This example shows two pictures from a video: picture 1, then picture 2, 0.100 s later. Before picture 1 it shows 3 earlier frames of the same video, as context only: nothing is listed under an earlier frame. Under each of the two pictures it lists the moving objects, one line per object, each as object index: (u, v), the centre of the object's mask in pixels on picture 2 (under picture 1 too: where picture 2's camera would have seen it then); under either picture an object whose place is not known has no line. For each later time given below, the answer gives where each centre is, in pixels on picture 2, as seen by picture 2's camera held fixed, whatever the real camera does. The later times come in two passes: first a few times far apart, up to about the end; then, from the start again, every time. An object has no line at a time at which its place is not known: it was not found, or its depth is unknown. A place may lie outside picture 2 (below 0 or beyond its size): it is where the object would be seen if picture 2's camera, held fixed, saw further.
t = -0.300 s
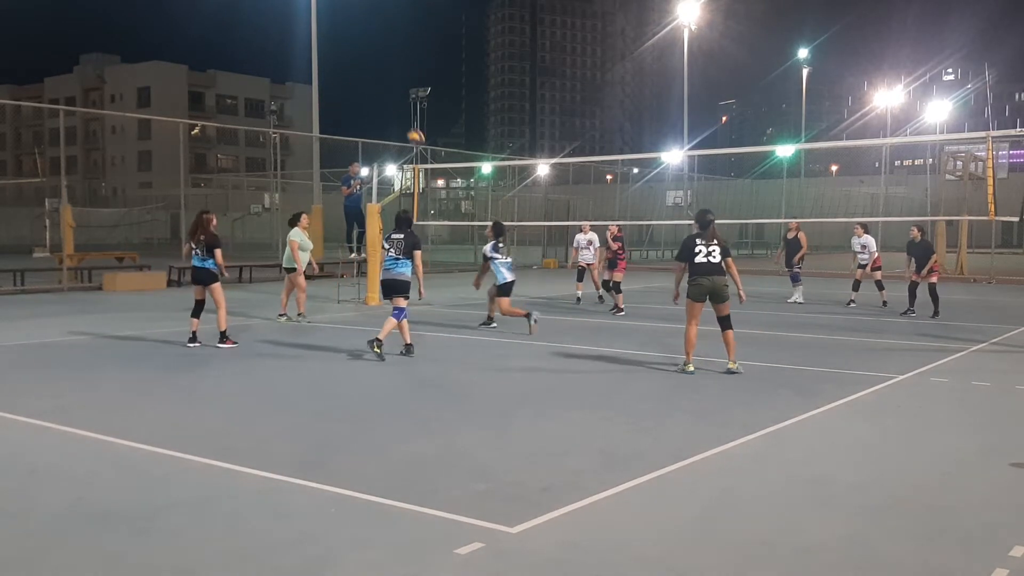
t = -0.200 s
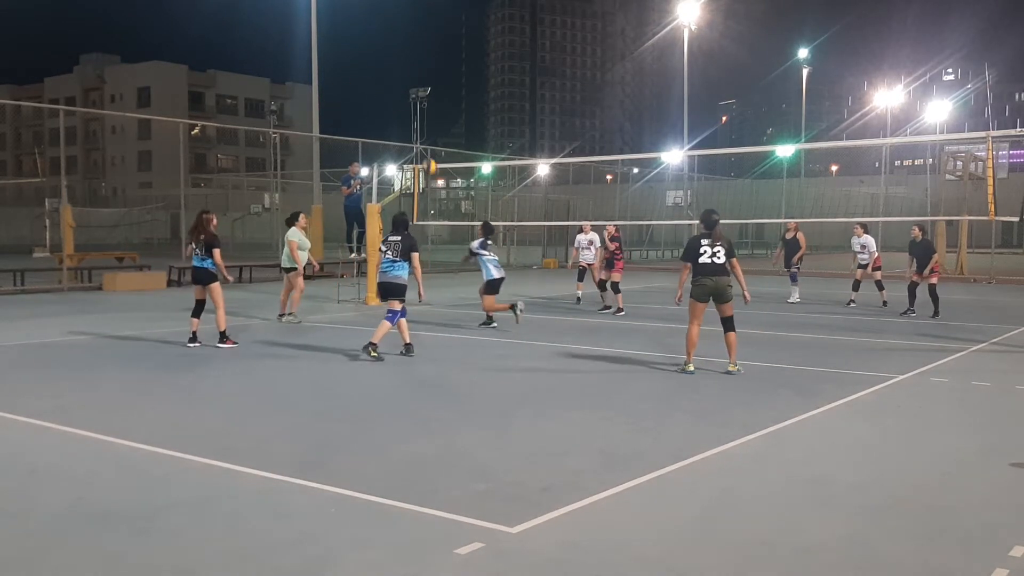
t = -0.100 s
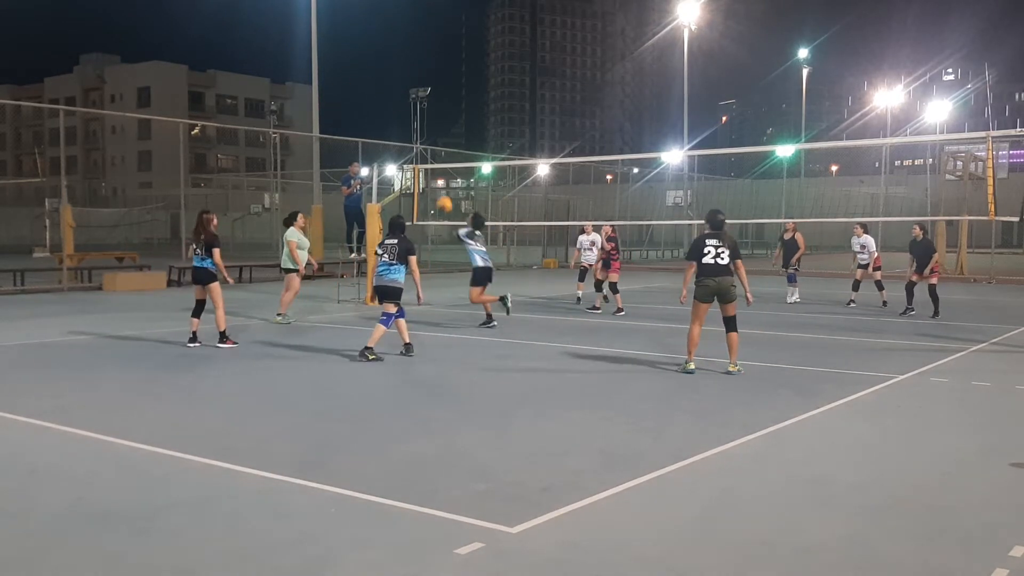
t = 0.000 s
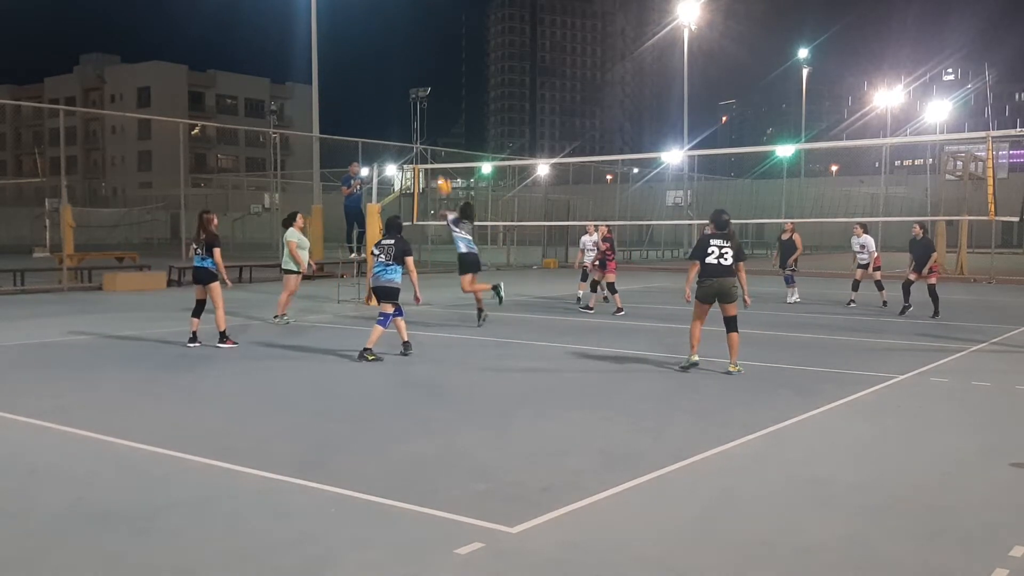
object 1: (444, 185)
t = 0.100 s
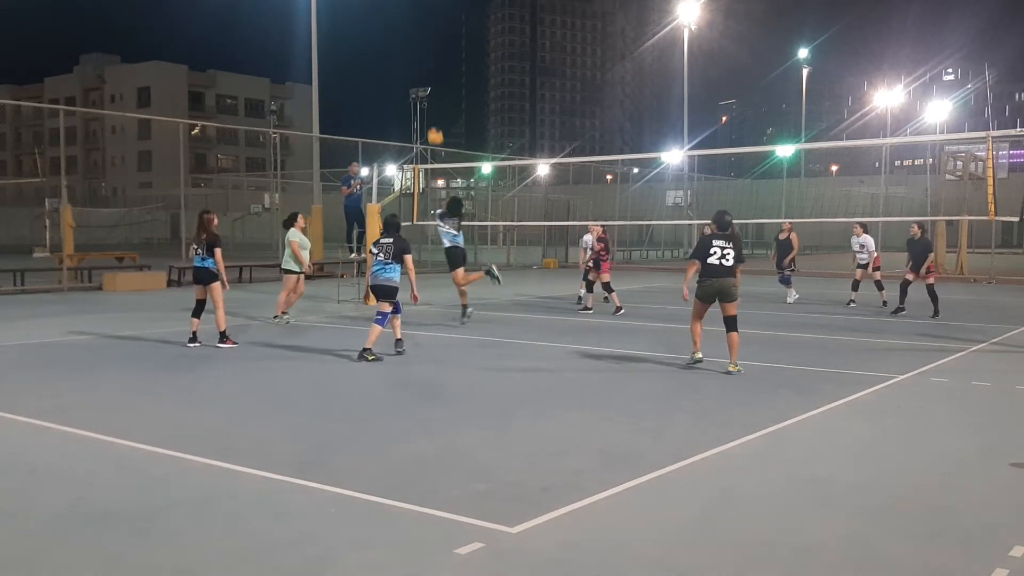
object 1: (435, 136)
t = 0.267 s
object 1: (422, 74)
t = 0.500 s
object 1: (404, 23)
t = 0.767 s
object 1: (386, 12)
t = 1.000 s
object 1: (371, 43)
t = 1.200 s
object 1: (359, 98)
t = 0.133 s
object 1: (432, 122)
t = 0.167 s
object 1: (430, 108)
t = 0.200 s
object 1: (427, 95)
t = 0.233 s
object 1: (425, 83)
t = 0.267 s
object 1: (422, 74)
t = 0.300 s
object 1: (419, 64)
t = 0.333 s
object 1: (417, 55)
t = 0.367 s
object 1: (414, 46)
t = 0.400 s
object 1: (412, 39)
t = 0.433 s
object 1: (409, 33)
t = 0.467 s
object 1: (407, 27)
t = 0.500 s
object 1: (404, 23)
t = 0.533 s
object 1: (402, 19)
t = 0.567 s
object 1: (400, 15)
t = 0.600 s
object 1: (397, 13)
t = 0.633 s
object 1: (395, 11)
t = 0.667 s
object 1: (393, 10)
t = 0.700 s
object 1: (391, 10)
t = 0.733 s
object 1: (388, 11)
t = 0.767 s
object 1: (386, 12)
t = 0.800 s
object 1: (384, 14)
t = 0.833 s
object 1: (382, 17)
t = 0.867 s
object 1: (380, 20)
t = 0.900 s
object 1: (378, 24)
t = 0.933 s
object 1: (376, 30)
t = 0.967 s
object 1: (374, 36)
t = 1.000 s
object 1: (371, 43)
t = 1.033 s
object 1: (370, 50)
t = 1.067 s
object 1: (368, 59)
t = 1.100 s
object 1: (365, 67)
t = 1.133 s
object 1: (363, 77)
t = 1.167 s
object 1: (361, 87)
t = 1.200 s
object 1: (359, 98)
